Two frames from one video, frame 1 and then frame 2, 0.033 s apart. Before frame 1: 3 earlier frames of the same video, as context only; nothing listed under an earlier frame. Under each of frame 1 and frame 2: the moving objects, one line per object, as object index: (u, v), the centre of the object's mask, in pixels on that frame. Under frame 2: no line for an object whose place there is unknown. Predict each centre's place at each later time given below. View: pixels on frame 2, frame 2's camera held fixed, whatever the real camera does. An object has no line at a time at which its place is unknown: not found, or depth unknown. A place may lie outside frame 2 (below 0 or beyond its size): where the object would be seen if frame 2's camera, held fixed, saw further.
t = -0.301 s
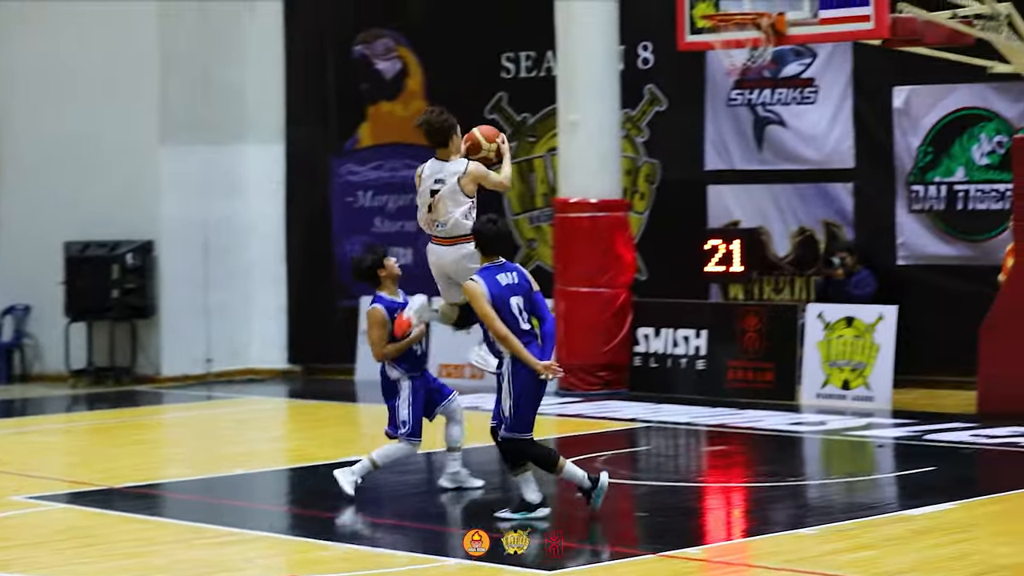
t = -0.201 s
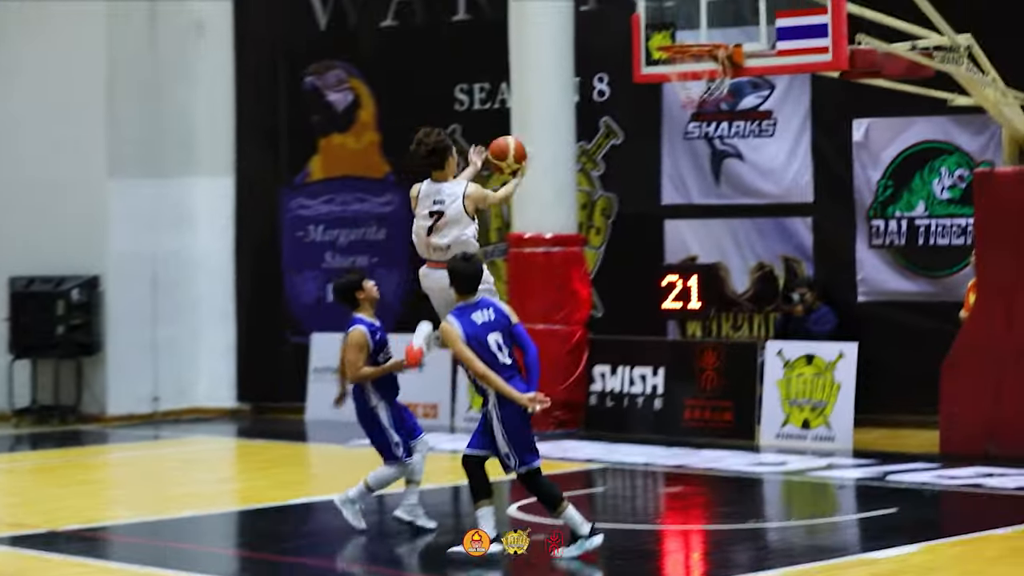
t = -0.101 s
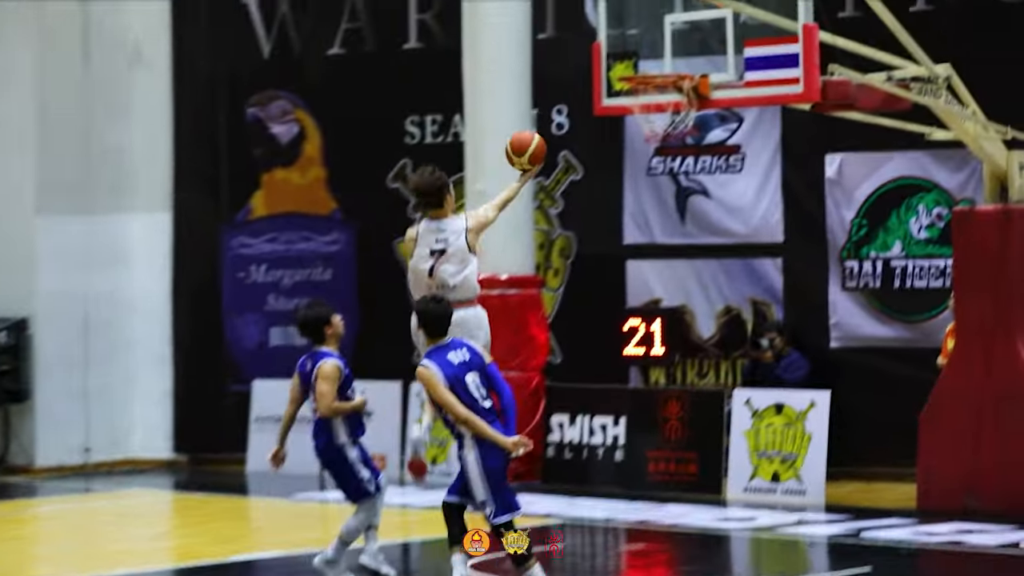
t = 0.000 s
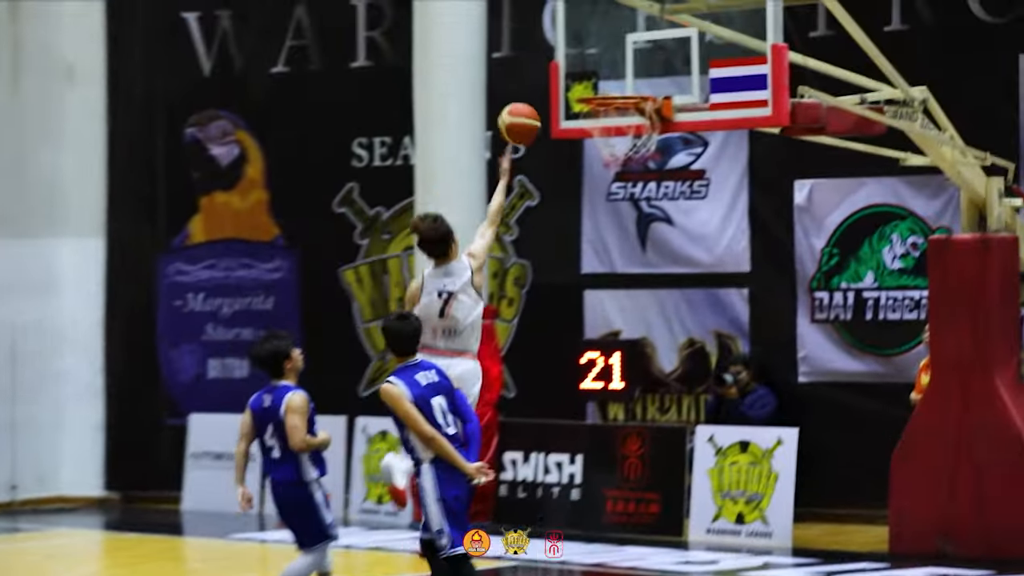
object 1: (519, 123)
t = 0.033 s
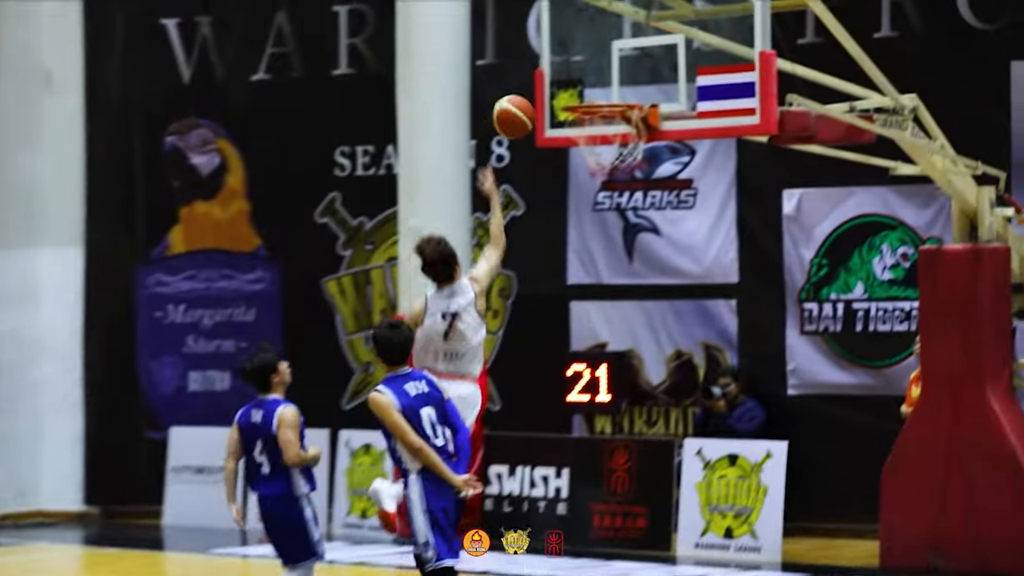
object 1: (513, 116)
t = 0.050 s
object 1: (516, 107)
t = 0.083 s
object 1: (527, 96)
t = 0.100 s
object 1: (532, 90)
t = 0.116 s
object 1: (537, 85)
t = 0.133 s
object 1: (543, 80)
